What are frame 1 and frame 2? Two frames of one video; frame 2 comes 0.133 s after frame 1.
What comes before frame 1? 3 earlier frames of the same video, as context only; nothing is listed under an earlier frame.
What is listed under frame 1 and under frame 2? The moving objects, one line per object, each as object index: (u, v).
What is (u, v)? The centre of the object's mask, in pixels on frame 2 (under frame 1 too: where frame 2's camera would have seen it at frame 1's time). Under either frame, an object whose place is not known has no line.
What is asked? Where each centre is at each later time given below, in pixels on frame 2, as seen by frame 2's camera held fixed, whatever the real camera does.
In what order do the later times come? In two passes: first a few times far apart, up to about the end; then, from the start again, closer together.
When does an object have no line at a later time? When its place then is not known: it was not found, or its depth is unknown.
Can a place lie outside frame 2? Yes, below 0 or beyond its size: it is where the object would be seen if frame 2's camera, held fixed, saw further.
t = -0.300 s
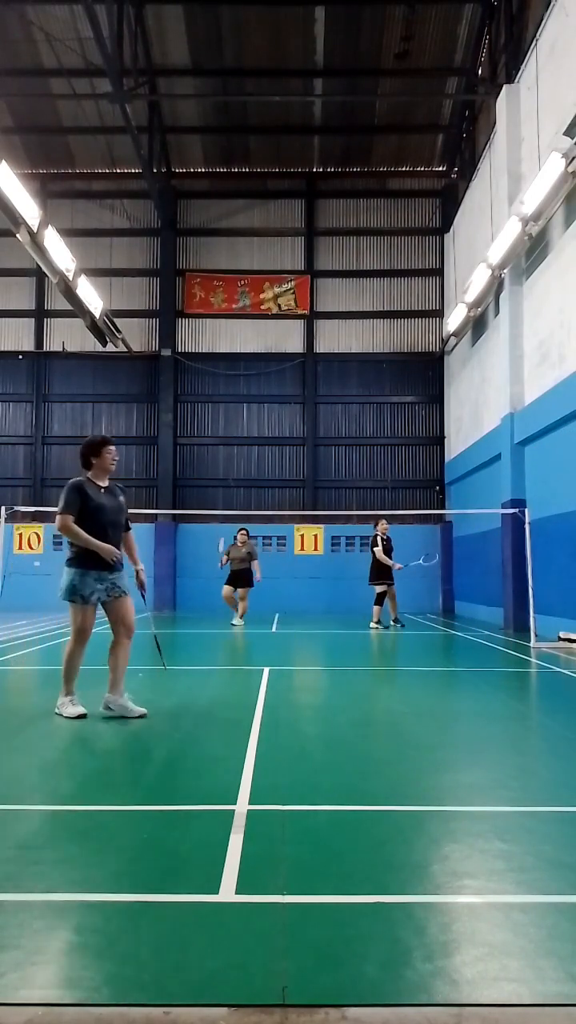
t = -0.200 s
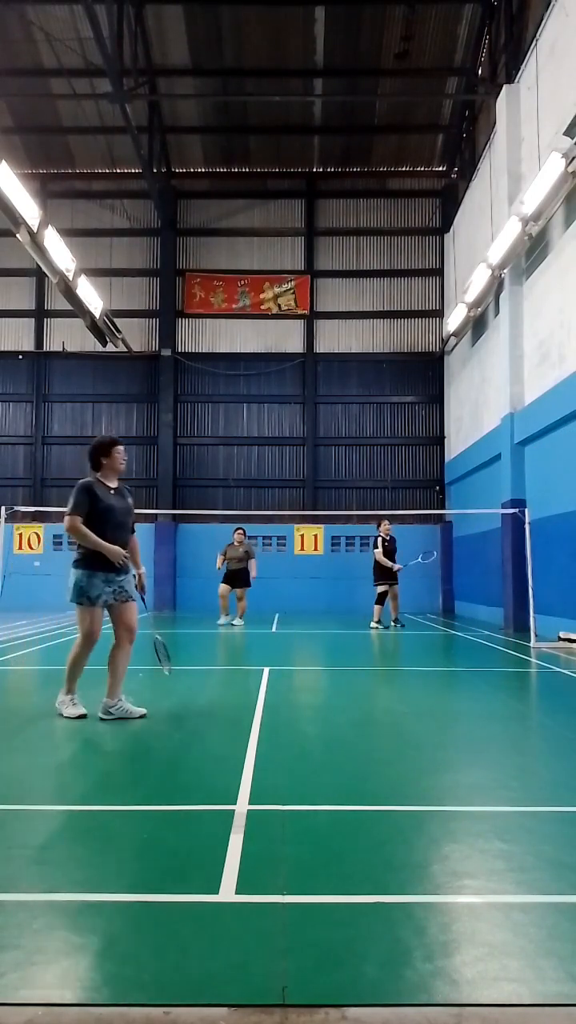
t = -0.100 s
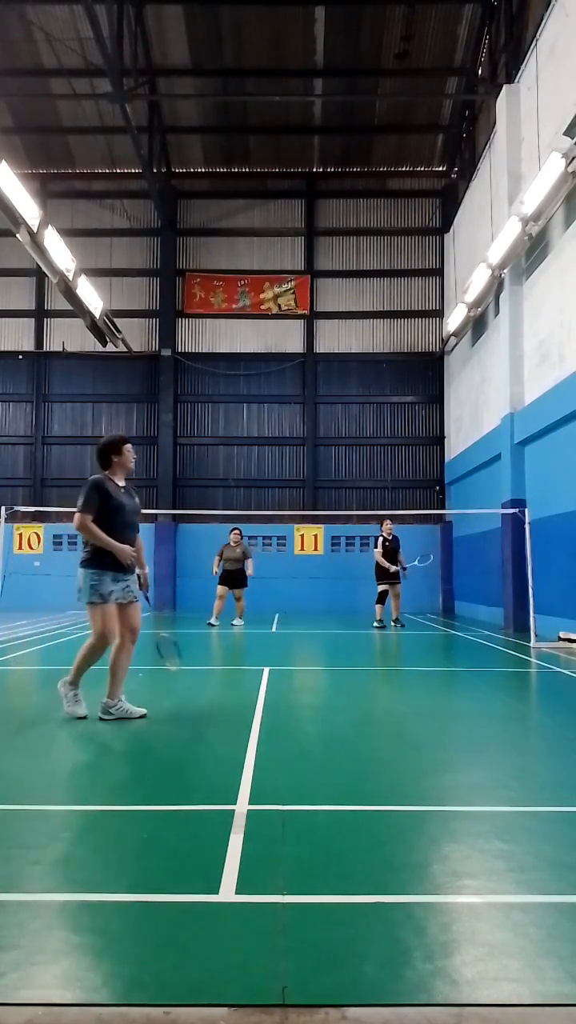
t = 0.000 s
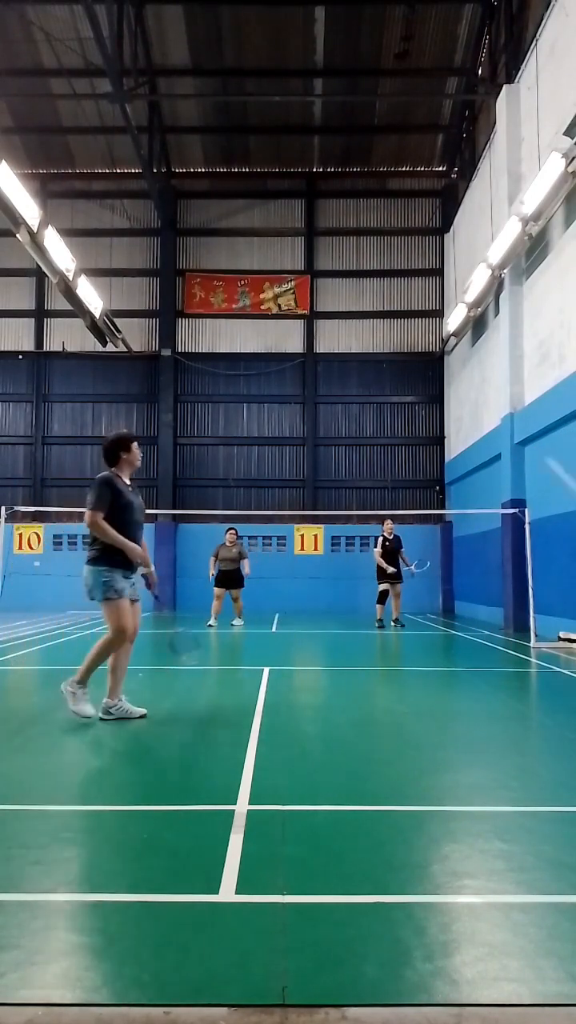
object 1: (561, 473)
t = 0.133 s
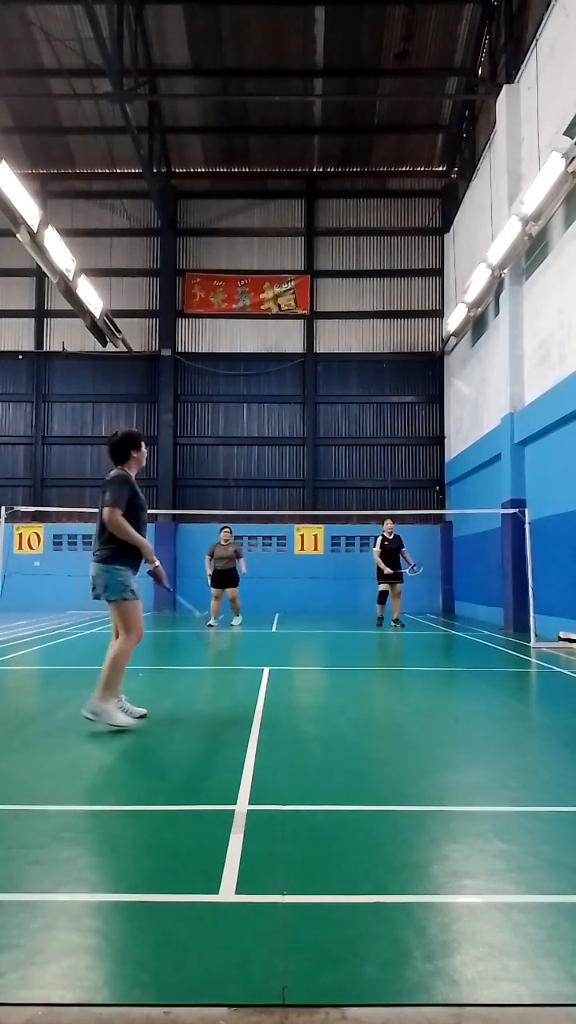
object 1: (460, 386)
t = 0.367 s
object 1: (372, 344)
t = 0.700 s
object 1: (305, 379)
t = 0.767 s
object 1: (296, 394)
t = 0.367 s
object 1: (372, 344)
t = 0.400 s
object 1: (363, 342)
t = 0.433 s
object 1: (355, 344)
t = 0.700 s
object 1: (305, 379)
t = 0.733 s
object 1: (300, 387)
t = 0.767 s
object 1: (296, 394)
